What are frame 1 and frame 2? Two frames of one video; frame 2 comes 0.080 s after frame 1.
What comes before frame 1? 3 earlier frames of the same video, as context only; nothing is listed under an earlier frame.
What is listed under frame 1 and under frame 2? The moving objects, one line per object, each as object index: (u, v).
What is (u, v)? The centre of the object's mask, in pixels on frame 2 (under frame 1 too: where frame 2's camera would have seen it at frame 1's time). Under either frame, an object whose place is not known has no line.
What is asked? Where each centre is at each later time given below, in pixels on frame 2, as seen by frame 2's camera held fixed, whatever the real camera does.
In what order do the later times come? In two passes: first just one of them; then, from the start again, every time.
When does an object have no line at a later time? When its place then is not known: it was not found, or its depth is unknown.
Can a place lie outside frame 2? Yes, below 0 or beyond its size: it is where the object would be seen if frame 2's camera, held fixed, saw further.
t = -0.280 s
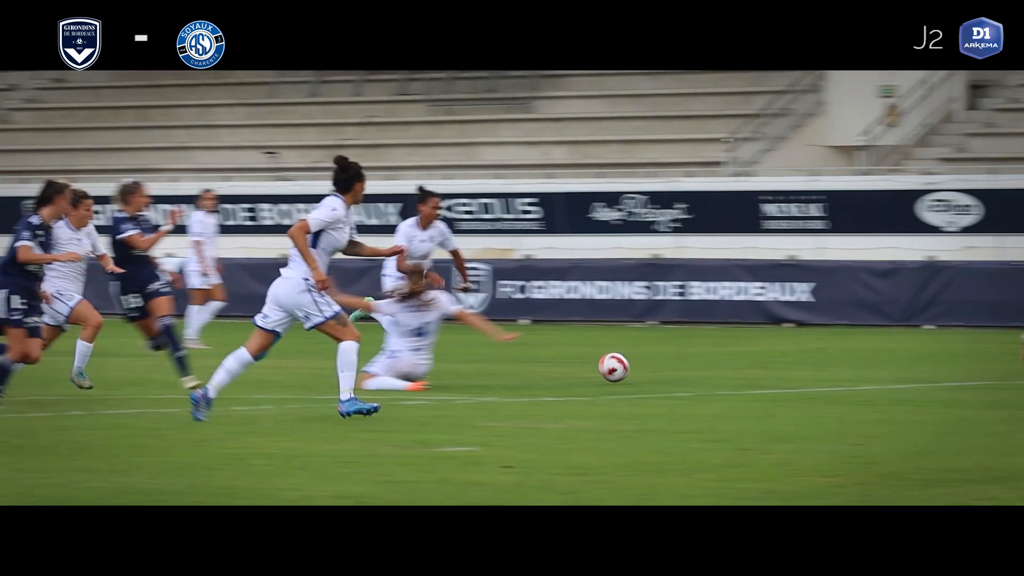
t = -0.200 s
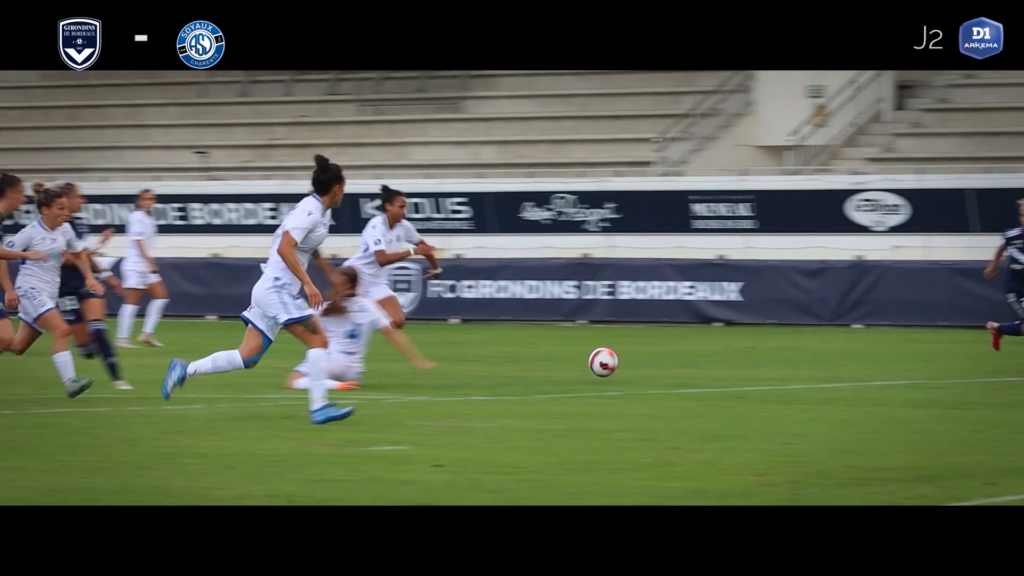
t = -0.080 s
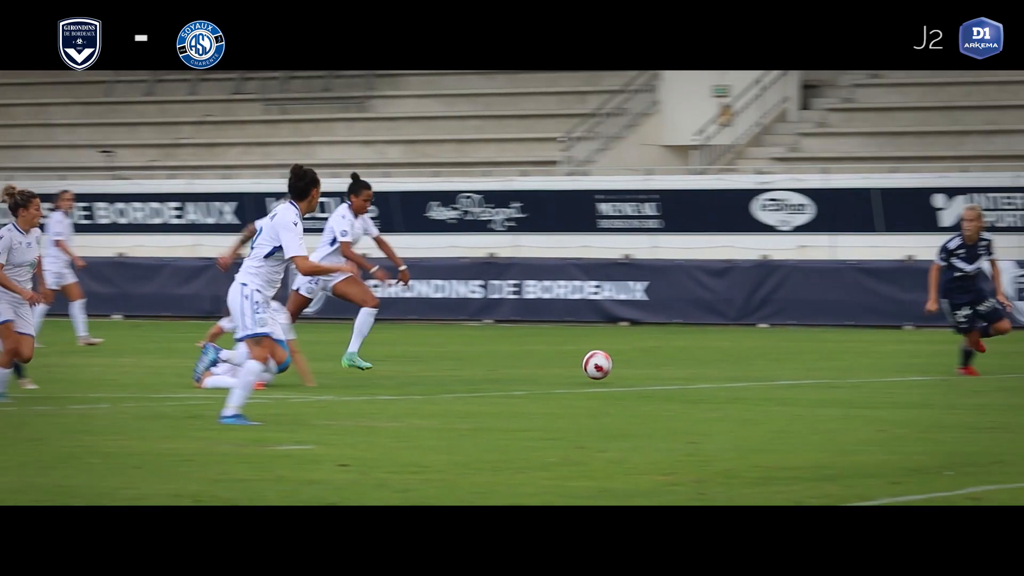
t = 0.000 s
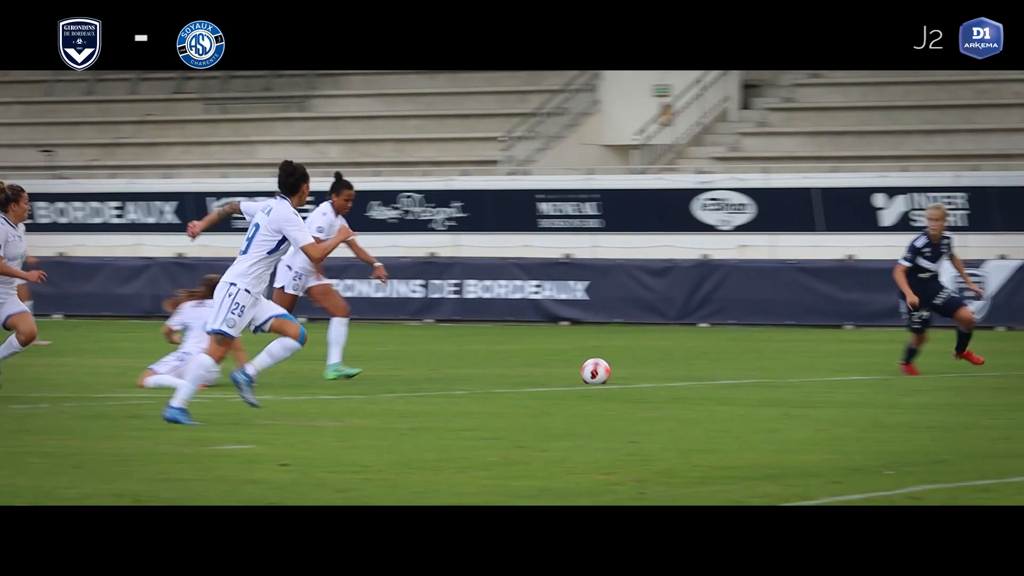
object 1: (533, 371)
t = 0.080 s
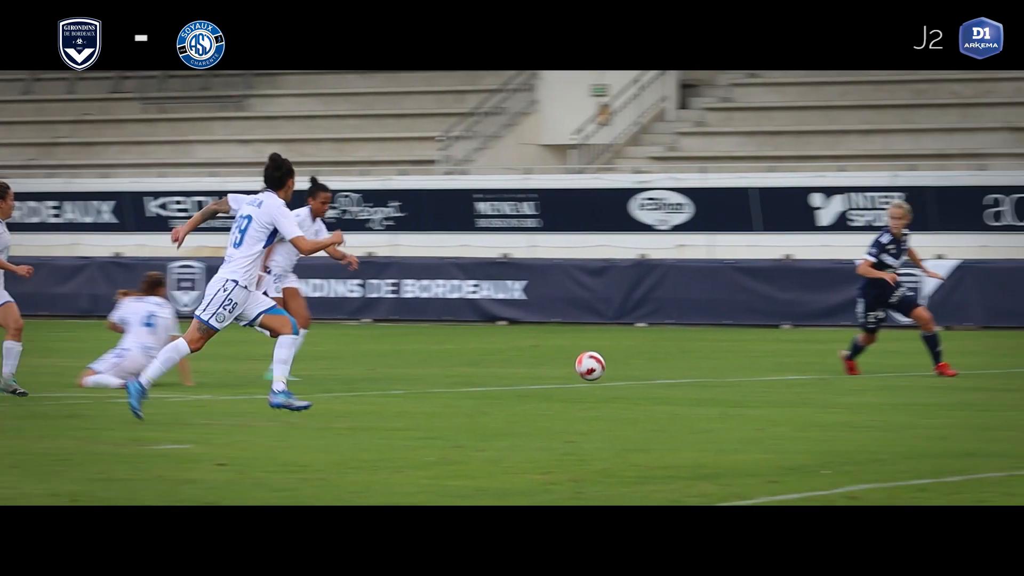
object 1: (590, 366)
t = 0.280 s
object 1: (730, 366)
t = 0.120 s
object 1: (618, 363)
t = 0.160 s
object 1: (646, 362)
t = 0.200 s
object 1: (674, 362)
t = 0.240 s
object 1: (702, 363)
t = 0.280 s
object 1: (730, 366)
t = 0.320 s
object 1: (758, 370)
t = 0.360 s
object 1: (786, 370)
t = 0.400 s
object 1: (814, 369)
